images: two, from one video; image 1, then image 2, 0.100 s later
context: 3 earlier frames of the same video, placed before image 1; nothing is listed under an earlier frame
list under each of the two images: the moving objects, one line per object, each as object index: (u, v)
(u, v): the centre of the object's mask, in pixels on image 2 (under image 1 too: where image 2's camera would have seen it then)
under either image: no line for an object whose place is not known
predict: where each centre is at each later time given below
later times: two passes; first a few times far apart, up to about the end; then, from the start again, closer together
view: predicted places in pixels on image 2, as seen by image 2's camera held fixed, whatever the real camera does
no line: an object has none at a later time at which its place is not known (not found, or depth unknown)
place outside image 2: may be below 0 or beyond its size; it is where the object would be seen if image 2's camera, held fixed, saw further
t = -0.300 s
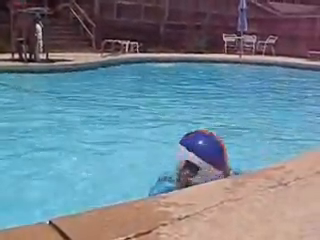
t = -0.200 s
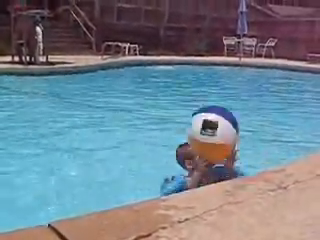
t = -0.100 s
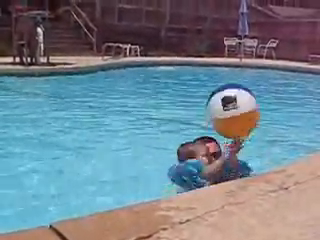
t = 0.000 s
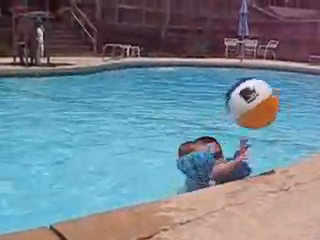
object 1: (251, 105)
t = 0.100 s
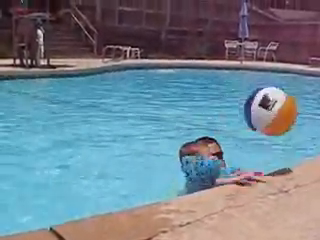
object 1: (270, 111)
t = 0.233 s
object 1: (293, 141)
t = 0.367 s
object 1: (305, 132)
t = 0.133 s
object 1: (276, 116)
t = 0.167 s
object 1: (282, 123)
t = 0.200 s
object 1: (287, 131)
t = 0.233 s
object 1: (293, 141)
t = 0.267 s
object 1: (297, 151)
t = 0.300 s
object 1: (301, 146)
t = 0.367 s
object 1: (305, 132)
